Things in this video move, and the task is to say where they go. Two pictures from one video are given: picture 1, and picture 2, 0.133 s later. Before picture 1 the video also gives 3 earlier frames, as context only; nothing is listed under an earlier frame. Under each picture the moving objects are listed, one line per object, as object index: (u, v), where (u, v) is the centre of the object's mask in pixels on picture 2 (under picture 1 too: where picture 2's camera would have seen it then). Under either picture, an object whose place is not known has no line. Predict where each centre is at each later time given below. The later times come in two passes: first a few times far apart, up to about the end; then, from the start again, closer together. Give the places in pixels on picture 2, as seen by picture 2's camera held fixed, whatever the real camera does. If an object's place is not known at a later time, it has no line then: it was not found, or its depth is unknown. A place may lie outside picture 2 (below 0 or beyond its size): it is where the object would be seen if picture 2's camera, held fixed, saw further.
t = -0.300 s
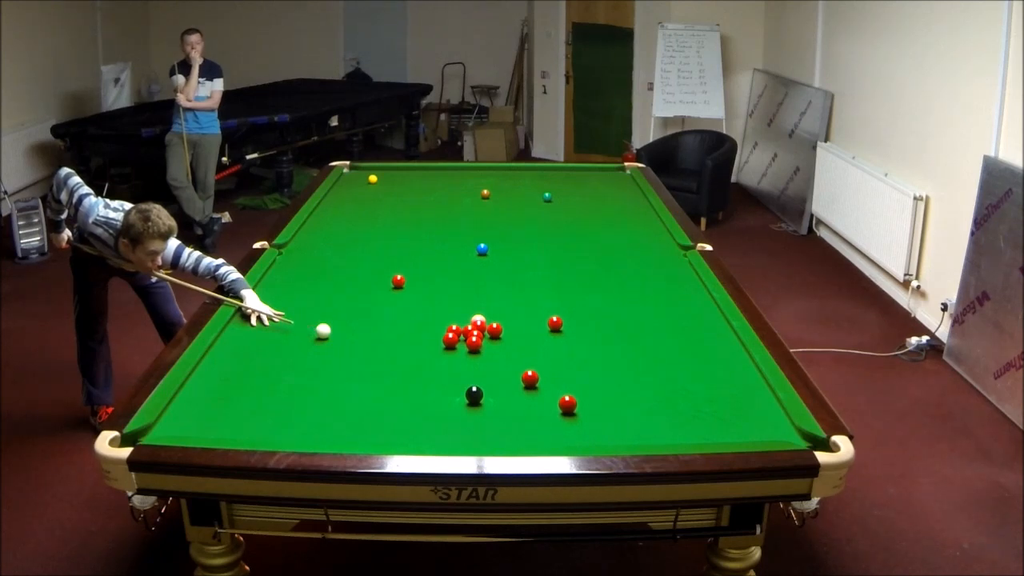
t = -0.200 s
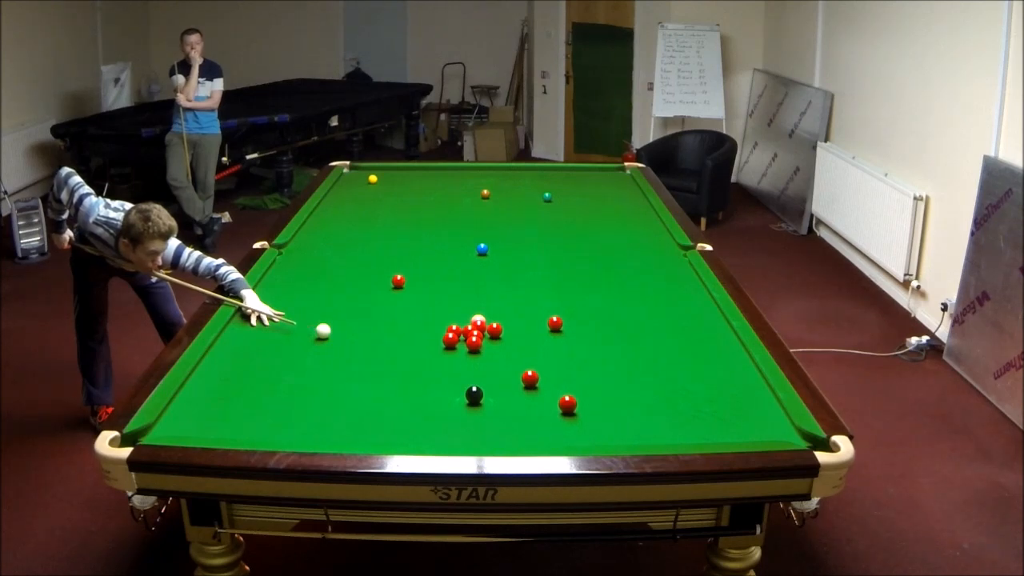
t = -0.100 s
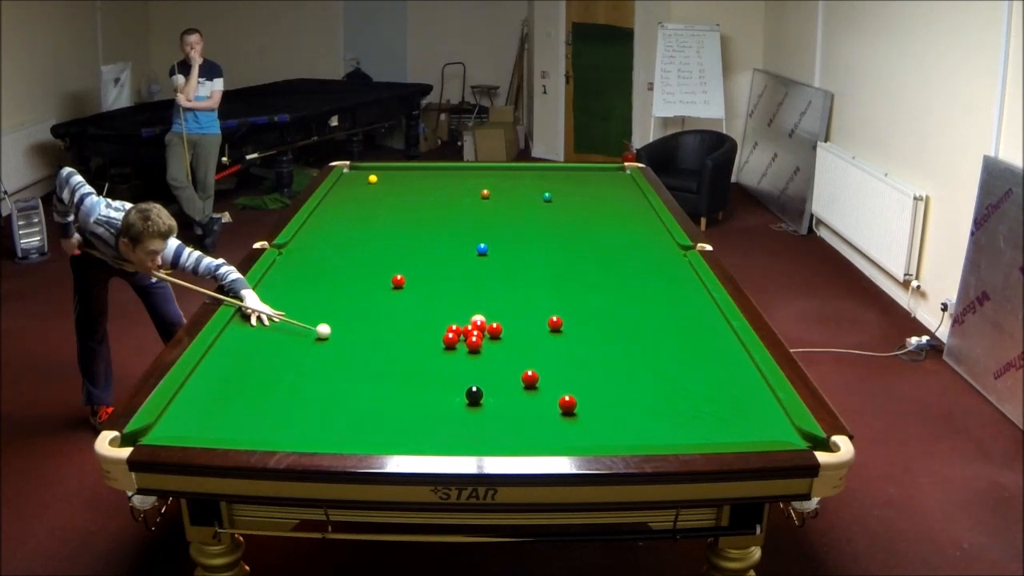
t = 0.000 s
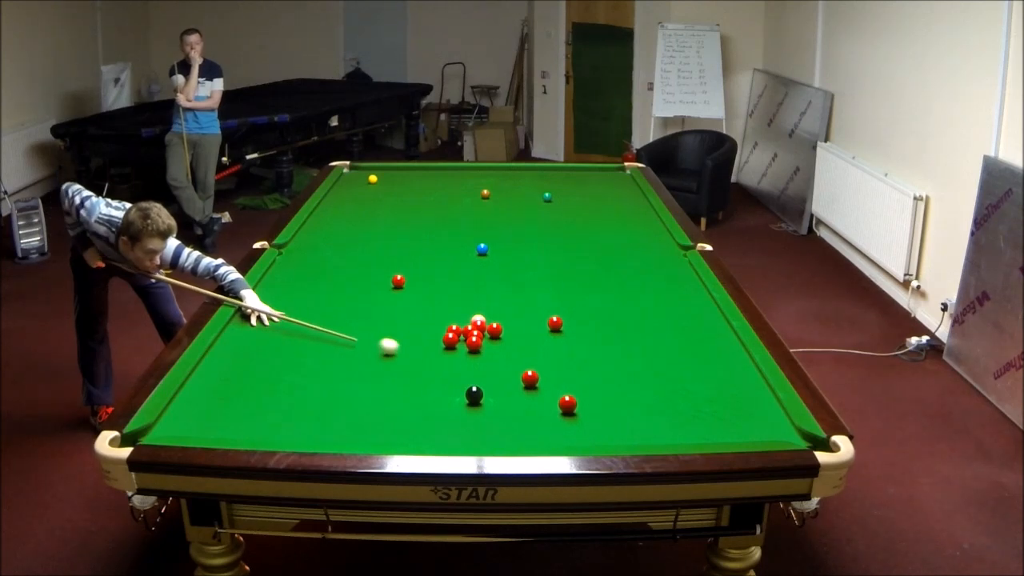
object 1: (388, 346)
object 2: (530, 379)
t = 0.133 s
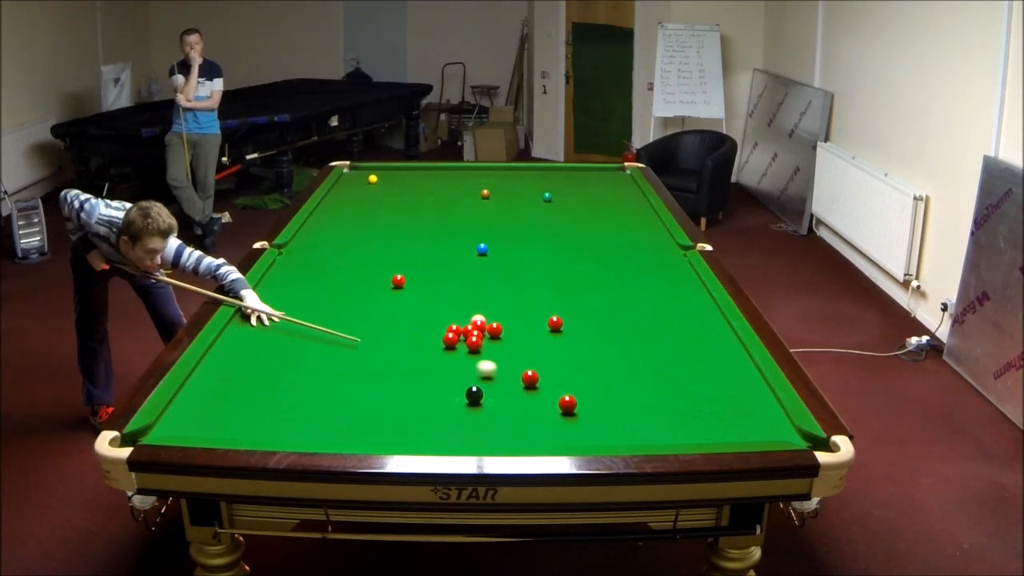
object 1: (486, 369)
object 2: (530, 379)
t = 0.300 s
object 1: (521, 376)
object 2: (617, 397)
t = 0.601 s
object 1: (535, 377)
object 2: (792, 433)
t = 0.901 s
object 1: (547, 378)
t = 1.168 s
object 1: (555, 379)
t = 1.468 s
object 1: (563, 379)
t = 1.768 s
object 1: (568, 380)
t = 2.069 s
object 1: (570, 380)
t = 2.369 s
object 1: (570, 380)
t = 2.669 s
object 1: (570, 380)
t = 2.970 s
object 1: (570, 380)
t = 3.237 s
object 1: (570, 380)
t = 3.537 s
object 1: (570, 380)
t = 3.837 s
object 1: (570, 380)
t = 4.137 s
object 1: (570, 380)
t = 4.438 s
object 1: (570, 380)
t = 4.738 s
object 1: (570, 380)
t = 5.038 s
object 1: (570, 380)
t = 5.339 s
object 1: (570, 380)
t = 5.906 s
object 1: (570, 380)
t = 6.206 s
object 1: (570, 380)
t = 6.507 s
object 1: (570, 380)
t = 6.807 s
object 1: (570, 380)
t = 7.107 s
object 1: (570, 380)
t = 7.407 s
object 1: (570, 380)
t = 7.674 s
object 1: (570, 380)
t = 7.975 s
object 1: (570, 380)
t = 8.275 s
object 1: (570, 380)
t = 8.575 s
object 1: (570, 380)
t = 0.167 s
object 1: (510, 374)
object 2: (530, 379)
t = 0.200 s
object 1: (516, 376)
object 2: (550, 382)
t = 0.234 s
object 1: (517, 376)
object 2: (572, 387)
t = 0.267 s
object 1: (519, 376)
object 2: (595, 392)
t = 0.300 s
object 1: (521, 376)
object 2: (617, 397)
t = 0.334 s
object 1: (522, 376)
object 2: (638, 402)
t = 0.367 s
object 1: (524, 377)
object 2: (659, 407)
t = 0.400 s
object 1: (526, 377)
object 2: (680, 411)
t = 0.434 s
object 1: (527, 377)
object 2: (699, 415)
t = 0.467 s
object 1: (529, 377)
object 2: (718, 419)
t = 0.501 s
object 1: (530, 377)
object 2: (737, 423)
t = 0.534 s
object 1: (532, 377)
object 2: (755, 427)
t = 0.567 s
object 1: (533, 377)
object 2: (773, 430)
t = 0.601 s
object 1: (535, 377)
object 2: (792, 433)
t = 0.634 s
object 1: (536, 378)
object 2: (803, 438)
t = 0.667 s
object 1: (538, 378)
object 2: (809, 445)
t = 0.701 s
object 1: (539, 378)
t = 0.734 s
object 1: (540, 378)
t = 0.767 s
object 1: (542, 378)
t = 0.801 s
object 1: (543, 378)
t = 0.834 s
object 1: (544, 378)
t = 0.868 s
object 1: (546, 378)
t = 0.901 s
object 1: (547, 378)
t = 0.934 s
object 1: (548, 379)
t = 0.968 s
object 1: (549, 379)
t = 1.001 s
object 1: (550, 379)
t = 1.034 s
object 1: (551, 379)
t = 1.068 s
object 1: (552, 379)
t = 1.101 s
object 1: (553, 379)
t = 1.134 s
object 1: (554, 379)
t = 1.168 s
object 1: (555, 379)
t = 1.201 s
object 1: (556, 379)
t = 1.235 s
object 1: (557, 379)
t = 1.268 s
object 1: (558, 379)
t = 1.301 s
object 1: (559, 379)
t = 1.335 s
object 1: (560, 379)
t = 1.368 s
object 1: (560, 379)
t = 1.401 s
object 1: (561, 379)
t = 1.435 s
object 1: (562, 379)
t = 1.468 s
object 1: (563, 379)
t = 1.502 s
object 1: (563, 379)
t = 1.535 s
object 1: (564, 379)
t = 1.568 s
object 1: (564, 380)
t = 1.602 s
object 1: (565, 379)
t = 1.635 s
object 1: (566, 380)
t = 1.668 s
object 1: (566, 380)
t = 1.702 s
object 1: (567, 380)
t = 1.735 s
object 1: (567, 380)
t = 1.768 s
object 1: (568, 380)
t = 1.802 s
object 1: (568, 380)
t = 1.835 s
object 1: (568, 380)
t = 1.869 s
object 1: (569, 380)
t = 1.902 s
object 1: (569, 380)
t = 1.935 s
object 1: (569, 380)
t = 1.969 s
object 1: (569, 380)
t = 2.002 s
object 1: (570, 380)
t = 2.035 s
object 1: (570, 380)
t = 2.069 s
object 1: (570, 380)
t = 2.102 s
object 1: (570, 380)
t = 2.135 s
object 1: (570, 380)
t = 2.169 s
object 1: (570, 380)
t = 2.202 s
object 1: (570, 380)
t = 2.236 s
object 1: (570, 380)
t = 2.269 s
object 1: (570, 380)
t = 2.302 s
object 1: (570, 380)
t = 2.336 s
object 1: (570, 380)
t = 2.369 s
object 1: (570, 380)
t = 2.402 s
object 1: (570, 380)
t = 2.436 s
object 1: (570, 380)
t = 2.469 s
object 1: (570, 380)
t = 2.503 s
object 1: (570, 380)
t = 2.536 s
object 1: (570, 380)
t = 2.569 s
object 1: (570, 380)
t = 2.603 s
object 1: (570, 380)
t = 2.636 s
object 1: (570, 380)
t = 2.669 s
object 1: (570, 380)
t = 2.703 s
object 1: (570, 380)
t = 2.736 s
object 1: (570, 380)
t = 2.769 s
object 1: (570, 380)
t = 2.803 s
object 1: (570, 380)
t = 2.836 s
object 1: (570, 380)
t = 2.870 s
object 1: (570, 380)
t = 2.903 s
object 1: (570, 380)
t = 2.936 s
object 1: (570, 380)
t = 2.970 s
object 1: (570, 380)
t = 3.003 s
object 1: (570, 380)
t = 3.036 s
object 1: (570, 380)
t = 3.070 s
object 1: (570, 380)
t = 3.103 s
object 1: (570, 380)
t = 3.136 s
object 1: (570, 380)
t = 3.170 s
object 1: (570, 380)
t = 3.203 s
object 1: (570, 380)
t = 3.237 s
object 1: (570, 380)
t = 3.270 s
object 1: (570, 380)
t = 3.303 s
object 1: (570, 380)
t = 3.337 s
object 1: (570, 380)
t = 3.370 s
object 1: (570, 380)
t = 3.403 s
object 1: (570, 380)
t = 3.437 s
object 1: (570, 380)
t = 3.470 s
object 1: (570, 380)
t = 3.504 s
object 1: (570, 380)
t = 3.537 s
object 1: (570, 380)
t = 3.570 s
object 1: (570, 380)
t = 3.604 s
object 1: (570, 380)
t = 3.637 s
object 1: (570, 380)
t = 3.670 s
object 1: (570, 380)
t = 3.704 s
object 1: (570, 380)
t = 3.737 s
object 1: (570, 380)
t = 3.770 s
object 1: (570, 380)
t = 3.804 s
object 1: (570, 380)
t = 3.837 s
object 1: (570, 380)
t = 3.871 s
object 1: (570, 380)
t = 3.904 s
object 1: (570, 380)
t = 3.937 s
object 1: (570, 380)
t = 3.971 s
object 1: (570, 380)
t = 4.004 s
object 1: (570, 380)
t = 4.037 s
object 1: (570, 380)
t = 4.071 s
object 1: (570, 380)
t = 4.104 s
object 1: (570, 380)
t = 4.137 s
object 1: (570, 380)
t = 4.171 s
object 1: (570, 380)
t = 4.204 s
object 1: (570, 380)
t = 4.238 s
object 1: (570, 380)
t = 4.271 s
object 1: (570, 380)
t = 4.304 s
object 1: (570, 380)
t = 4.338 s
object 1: (570, 380)
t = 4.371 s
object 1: (570, 380)
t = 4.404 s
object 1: (570, 380)
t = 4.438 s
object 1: (570, 380)
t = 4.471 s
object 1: (570, 380)
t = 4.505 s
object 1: (570, 380)
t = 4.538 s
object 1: (570, 380)
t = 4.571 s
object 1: (570, 380)
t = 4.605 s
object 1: (570, 380)
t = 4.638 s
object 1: (570, 380)
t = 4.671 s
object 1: (570, 380)
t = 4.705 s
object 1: (570, 380)
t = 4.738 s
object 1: (570, 380)
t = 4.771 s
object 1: (570, 380)
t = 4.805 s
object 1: (570, 380)
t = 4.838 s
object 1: (570, 380)
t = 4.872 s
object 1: (570, 380)
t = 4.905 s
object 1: (570, 380)
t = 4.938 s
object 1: (570, 380)
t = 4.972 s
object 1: (570, 379)
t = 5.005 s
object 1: (570, 380)
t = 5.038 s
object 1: (570, 380)
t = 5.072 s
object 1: (570, 380)
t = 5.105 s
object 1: (570, 380)
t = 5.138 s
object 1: (570, 380)
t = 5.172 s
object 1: (572, 380)
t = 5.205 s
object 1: (570, 380)
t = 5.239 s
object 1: (570, 380)
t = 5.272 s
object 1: (570, 380)
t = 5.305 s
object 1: (570, 380)
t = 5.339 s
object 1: (570, 380)
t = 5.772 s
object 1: (570, 380)
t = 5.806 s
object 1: (570, 380)
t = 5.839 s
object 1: (570, 380)
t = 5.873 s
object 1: (570, 380)
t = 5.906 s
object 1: (570, 380)
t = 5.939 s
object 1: (570, 380)
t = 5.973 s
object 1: (570, 380)
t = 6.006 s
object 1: (570, 380)
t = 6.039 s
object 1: (570, 380)
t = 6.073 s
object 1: (570, 380)
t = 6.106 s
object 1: (570, 380)
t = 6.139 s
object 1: (570, 380)
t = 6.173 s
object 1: (570, 380)
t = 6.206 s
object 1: (570, 380)
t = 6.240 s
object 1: (570, 380)
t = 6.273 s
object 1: (570, 380)
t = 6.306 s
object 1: (570, 380)
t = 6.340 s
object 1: (570, 380)
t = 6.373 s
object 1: (570, 380)
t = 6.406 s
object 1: (570, 380)
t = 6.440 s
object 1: (570, 380)
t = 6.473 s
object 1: (570, 380)
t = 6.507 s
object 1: (570, 380)
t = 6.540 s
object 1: (570, 380)
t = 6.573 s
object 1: (570, 380)
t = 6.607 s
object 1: (570, 380)
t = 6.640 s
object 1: (570, 380)
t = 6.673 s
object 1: (570, 380)
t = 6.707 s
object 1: (570, 380)
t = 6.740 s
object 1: (570, 380)
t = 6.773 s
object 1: (570, 380)
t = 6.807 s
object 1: (570, 380)
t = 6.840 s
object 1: (570, 380)
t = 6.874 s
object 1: (570, 380)
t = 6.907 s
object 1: (570, 380)
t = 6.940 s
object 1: (570, 380)
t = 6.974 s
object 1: (570, 380)
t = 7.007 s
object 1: (570, 380)
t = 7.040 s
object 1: (570, 380)
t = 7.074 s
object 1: (570, 380)
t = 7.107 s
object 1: (570, 380)
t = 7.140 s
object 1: (570, 380)
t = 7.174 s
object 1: (570, 380)
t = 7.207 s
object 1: (570, 380)
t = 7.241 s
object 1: (570, 380)
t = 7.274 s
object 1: (570, 380)
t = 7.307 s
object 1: (570, 380)
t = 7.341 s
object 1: (570, 380)
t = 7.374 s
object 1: (570, 380)
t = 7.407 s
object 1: (570, 380)
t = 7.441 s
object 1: (570, 380)
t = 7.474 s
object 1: (570, 380)
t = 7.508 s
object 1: (570, 380)
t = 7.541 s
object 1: (570, 380)
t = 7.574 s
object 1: (570, 380)
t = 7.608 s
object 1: (570, 380)
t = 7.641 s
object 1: (570, 380)
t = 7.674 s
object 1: (570, 380)
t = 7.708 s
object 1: (570, 380)
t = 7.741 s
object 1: (570, 380)
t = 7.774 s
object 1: (570, 380)
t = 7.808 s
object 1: (570, 380)
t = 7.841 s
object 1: (570, 380)
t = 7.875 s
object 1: (570, 380)
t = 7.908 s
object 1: (570, 380)
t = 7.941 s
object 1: (570, 380)
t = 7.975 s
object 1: (570, 380)
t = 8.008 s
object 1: (570, 380)
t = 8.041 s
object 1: (570, 380)
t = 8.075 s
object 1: (570, 380)
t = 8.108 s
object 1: (570, 380)
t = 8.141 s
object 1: (570, 380)
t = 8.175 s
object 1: (570, 380)
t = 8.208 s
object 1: (570, 380)
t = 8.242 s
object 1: (570, 380)
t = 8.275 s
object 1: (570, 380)
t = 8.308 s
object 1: (570, 380)
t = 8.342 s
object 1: (570, 380)
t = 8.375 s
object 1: (570, 380)
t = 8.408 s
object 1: (570, 380)
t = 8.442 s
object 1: (570, 380)
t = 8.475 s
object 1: (570, 380)
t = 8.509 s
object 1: (570, 380)
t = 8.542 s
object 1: (570, 380)
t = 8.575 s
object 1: (570, 380)
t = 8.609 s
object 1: (570, 380)
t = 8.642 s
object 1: (570, 380)
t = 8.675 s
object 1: (570, 380)
